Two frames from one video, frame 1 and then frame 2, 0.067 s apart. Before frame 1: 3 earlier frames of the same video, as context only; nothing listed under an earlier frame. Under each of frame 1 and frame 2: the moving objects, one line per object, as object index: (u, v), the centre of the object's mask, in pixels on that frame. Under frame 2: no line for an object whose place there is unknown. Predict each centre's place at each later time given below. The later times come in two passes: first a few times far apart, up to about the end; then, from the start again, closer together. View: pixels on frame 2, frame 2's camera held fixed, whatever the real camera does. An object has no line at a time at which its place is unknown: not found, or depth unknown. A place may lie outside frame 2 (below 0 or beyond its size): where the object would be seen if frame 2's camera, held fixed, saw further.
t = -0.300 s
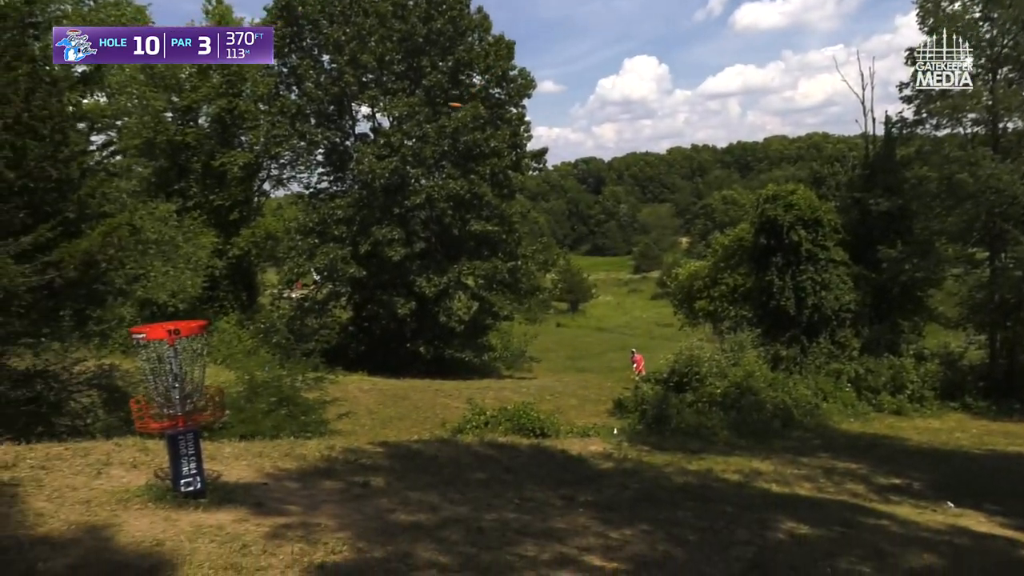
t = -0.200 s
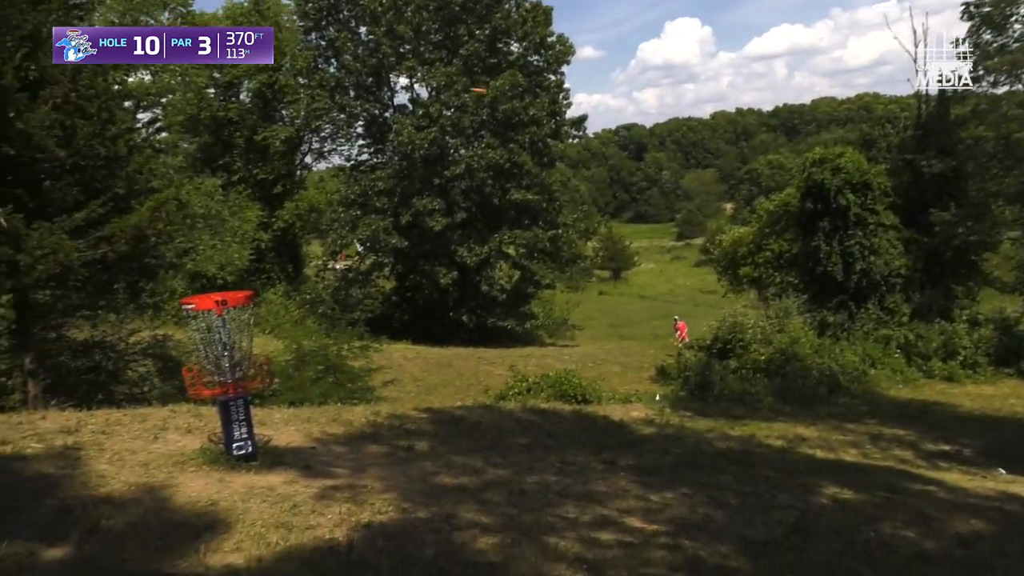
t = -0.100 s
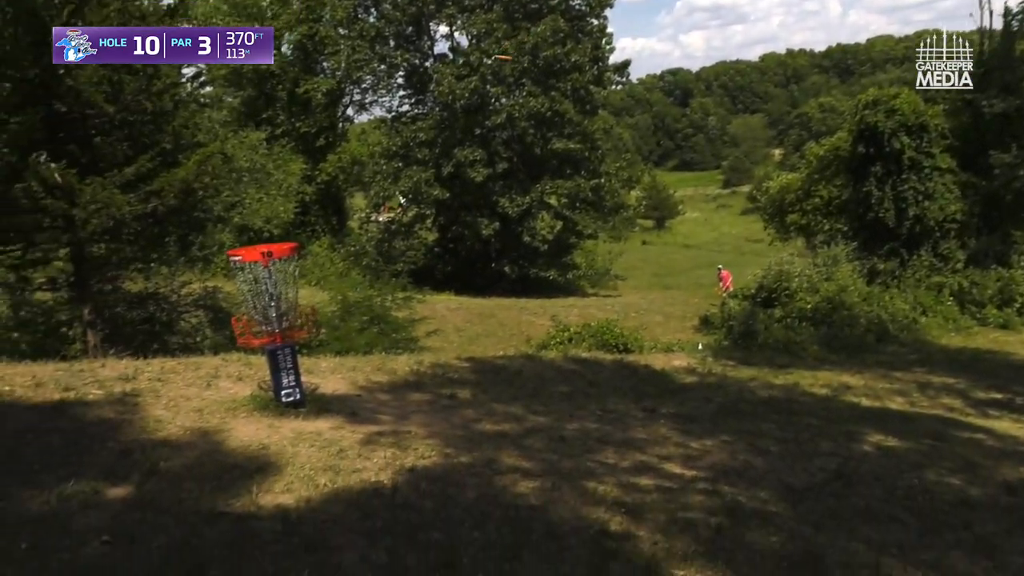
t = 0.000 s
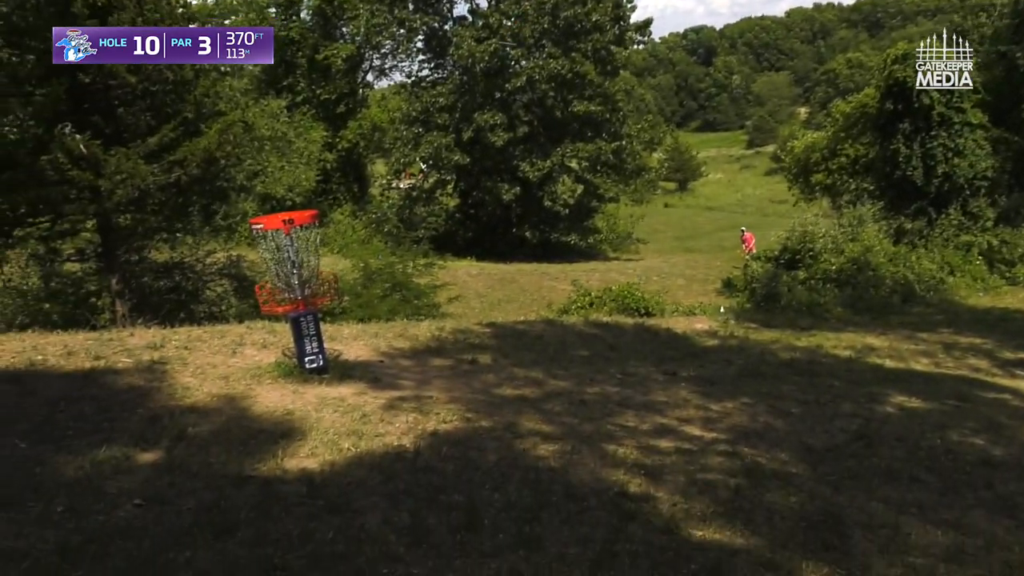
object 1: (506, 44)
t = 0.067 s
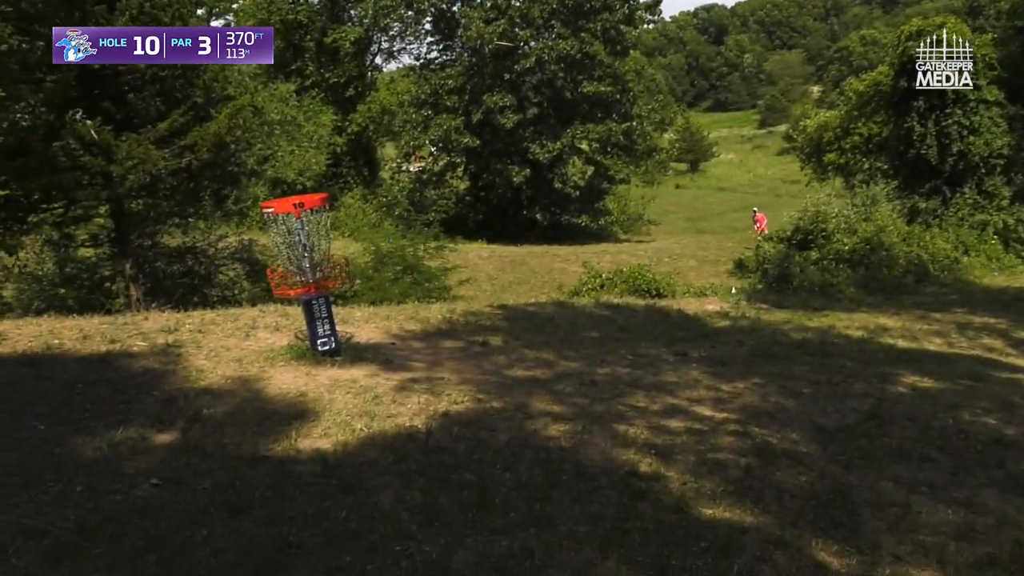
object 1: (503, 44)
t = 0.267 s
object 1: (475, 118)
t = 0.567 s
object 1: (439, 313)
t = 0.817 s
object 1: (422, 527)
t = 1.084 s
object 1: (401, 651)
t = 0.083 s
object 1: (501, 49)
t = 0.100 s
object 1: (498, 54)
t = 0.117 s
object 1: (495, 60)
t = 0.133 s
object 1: (493, 65)
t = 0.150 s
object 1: (491, 71)
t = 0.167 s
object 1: (489, 77)
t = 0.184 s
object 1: (486, 83)
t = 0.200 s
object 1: (483, 89)
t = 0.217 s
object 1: (480, 96)
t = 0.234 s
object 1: (478, 103)
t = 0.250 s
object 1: (477, 110)
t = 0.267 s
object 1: (475, 118)
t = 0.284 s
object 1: (472, 125)
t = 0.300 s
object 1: (471, 133)
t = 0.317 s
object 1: (468, 141)
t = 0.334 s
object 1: (465, 150)
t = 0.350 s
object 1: (463, 158)
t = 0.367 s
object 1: (461, 167)
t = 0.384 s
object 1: (459, 177)
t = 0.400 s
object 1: (458, 187)
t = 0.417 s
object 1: (455, 197)
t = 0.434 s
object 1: (453, 207)
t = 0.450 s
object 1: (452, 218)
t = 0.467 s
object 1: (450, 230)
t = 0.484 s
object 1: (448, 242)
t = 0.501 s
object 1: (446, 255)
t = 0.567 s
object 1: (439, 313)
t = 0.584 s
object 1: (438, 330)
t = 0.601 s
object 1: (437, 346)
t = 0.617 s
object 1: (436, 365)
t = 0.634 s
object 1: (435, 383)
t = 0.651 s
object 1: (433, 404)
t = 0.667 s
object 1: (434, 426)
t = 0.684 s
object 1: (433, 447)
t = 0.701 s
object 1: (432, 471)
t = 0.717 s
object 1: (432, 495)
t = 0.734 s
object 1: (433, 512)
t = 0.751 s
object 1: (429, 514)
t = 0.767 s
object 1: (429, 517)
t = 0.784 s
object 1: (426, 519)
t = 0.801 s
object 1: (424, 522)
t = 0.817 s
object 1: (422, 527)
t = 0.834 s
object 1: (421, 530)
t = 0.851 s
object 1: (418, 536)
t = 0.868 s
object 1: (416, 542)
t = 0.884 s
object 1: (414, 549)
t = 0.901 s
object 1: (413, 556)
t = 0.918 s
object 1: (411, 565)
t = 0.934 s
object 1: (409, 574)
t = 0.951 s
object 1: (408, 585)
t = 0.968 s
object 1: (405, 596)
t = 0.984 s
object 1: (404, 608)
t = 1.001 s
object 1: (404, 620)
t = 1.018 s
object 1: (401, 626)
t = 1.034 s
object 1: (401, 631)
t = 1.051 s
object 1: (401, 637)
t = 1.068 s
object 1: (401, 644)
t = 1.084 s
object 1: (401, 651)
